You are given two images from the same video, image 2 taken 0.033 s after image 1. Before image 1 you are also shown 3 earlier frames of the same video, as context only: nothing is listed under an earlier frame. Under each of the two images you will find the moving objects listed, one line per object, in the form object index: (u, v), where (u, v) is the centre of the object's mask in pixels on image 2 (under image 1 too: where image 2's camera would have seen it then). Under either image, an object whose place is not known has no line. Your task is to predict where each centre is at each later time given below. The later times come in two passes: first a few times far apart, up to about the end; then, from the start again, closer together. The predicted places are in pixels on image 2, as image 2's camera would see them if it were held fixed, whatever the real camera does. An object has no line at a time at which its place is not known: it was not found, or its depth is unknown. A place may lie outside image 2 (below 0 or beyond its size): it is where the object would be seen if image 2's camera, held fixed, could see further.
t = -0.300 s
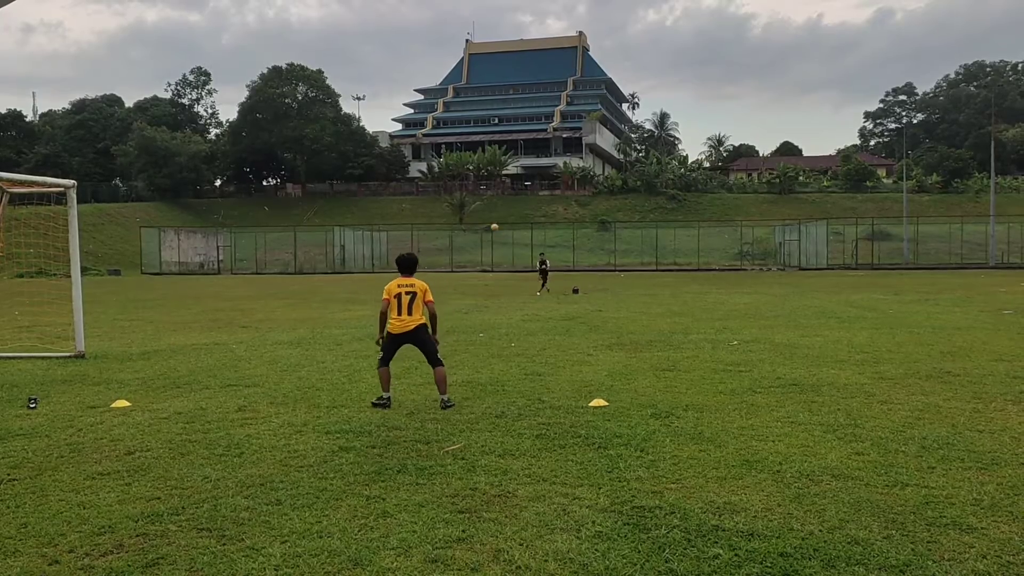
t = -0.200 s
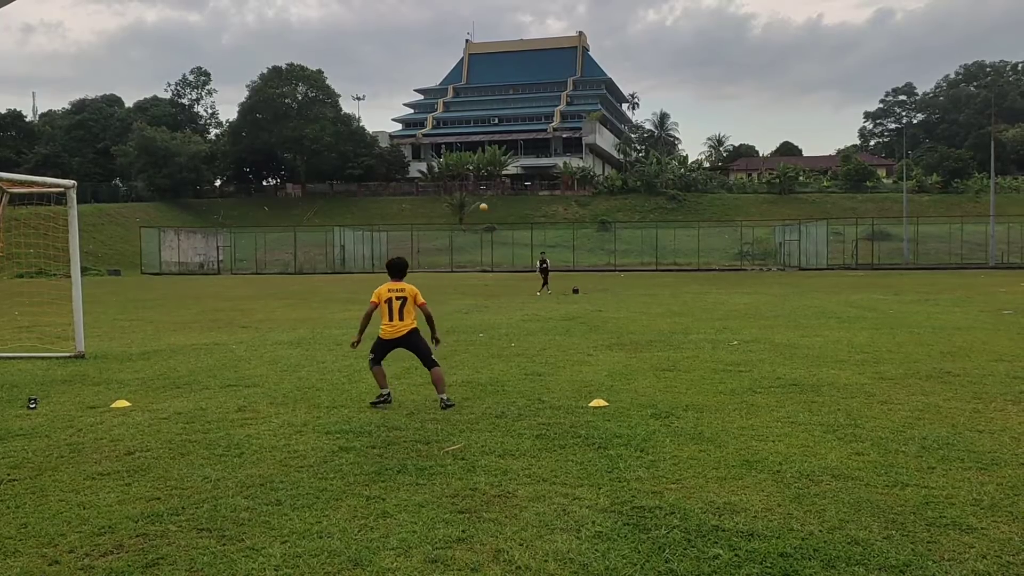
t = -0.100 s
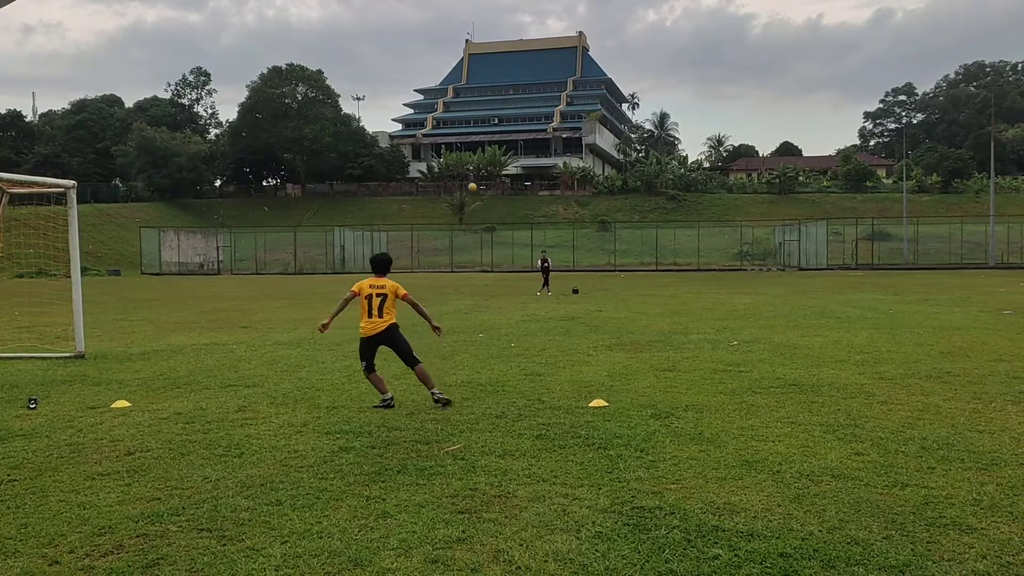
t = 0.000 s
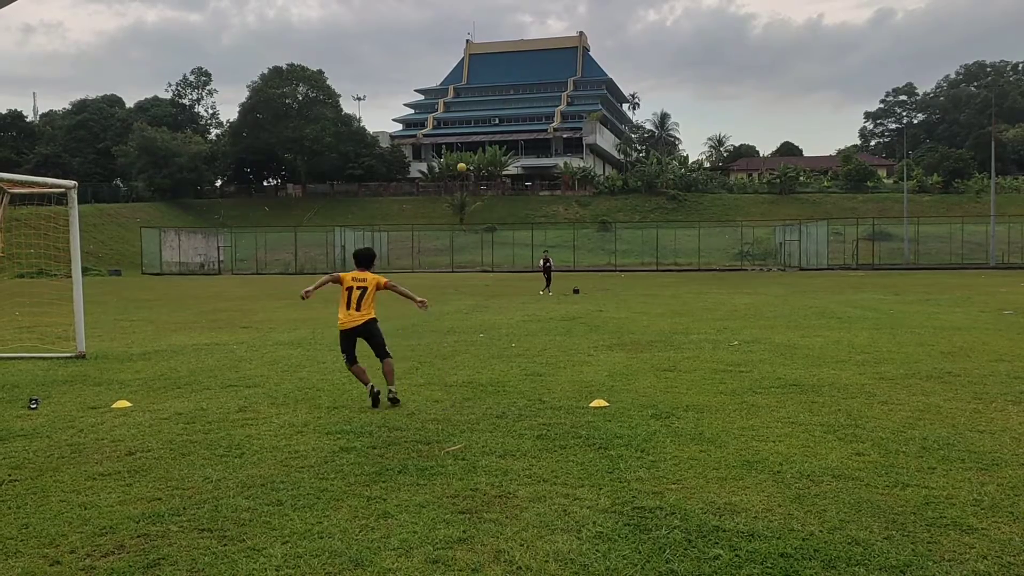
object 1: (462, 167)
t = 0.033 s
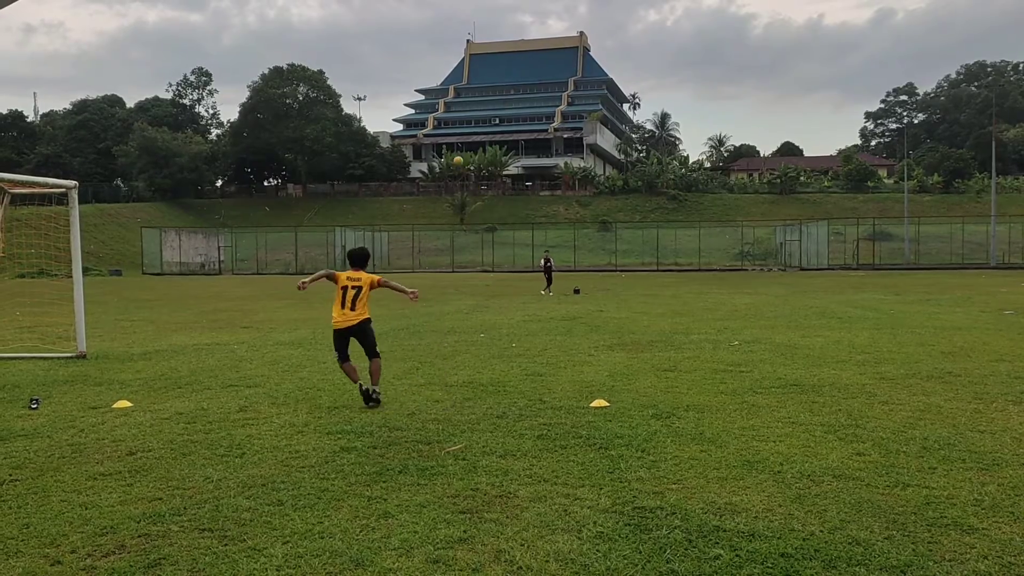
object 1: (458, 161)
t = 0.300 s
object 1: (427, 112)
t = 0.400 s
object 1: (415, 98)
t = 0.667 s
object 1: (382, 73)
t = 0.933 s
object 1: (339, 89)
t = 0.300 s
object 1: (427, 112)
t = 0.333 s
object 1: (423, 107)
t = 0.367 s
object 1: (419, 103)
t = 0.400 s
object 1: (415, 98)
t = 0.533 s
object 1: (399, 82)
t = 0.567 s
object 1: (395, 79)
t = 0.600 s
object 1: (390, 77)
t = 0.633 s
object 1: (386, 74)
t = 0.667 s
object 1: (382, 73)
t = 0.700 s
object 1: (377, 72)
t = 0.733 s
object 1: (372, 71)
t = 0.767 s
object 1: (367, 72)
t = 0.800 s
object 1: (362, 73)
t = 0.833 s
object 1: (357, 75)
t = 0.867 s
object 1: (351, 78)
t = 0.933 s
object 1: (339, 89)
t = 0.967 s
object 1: (332, 95)
